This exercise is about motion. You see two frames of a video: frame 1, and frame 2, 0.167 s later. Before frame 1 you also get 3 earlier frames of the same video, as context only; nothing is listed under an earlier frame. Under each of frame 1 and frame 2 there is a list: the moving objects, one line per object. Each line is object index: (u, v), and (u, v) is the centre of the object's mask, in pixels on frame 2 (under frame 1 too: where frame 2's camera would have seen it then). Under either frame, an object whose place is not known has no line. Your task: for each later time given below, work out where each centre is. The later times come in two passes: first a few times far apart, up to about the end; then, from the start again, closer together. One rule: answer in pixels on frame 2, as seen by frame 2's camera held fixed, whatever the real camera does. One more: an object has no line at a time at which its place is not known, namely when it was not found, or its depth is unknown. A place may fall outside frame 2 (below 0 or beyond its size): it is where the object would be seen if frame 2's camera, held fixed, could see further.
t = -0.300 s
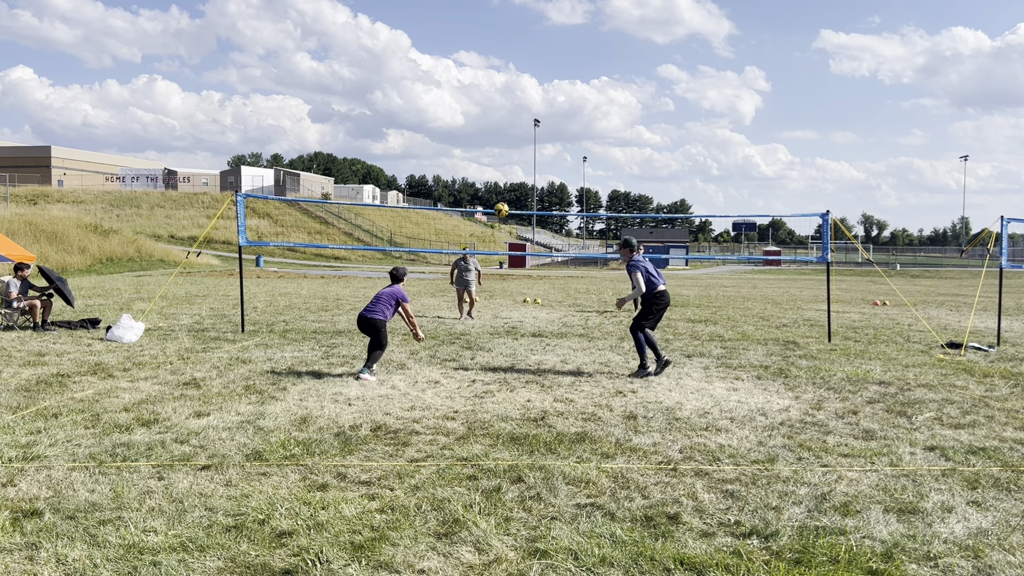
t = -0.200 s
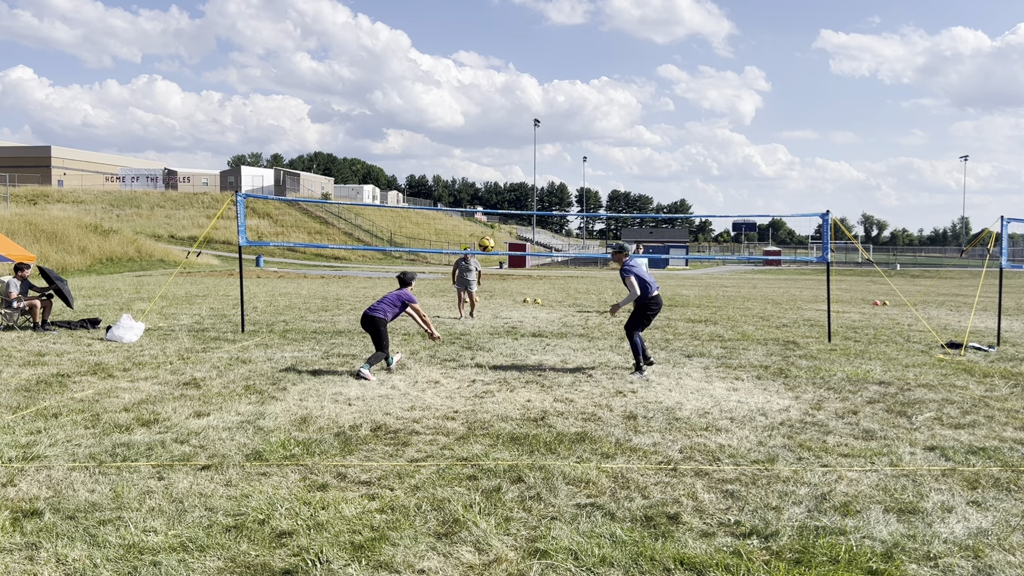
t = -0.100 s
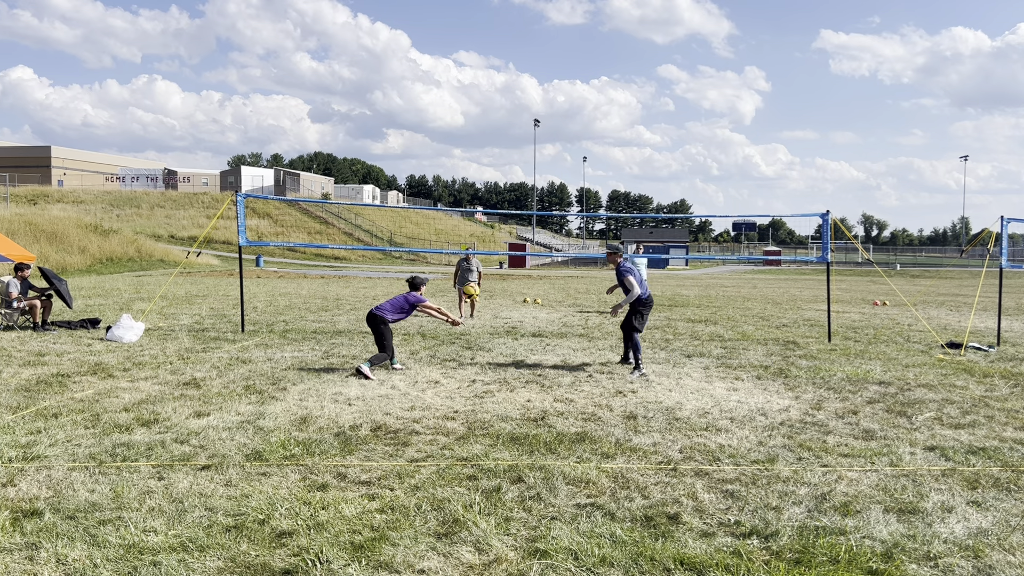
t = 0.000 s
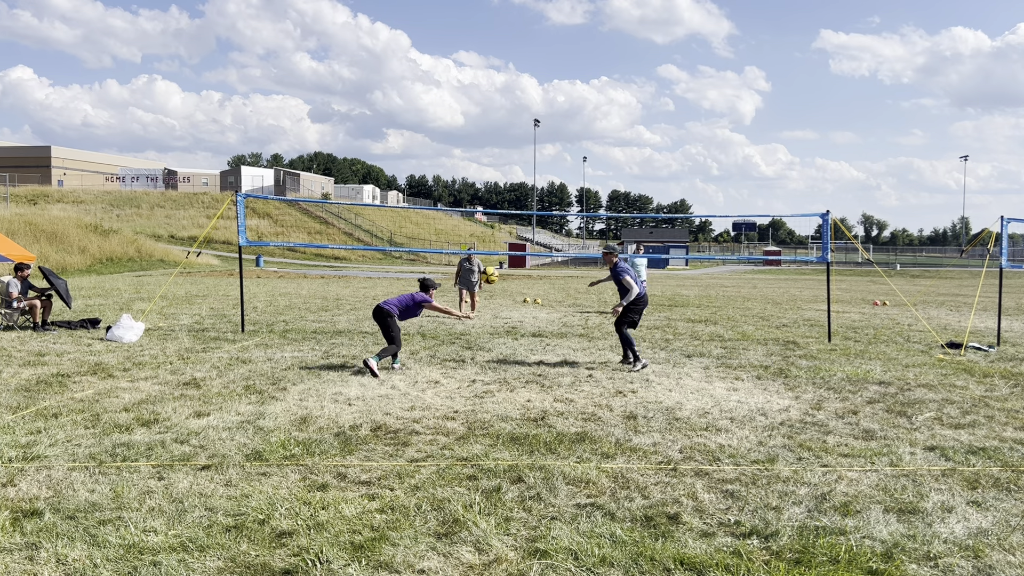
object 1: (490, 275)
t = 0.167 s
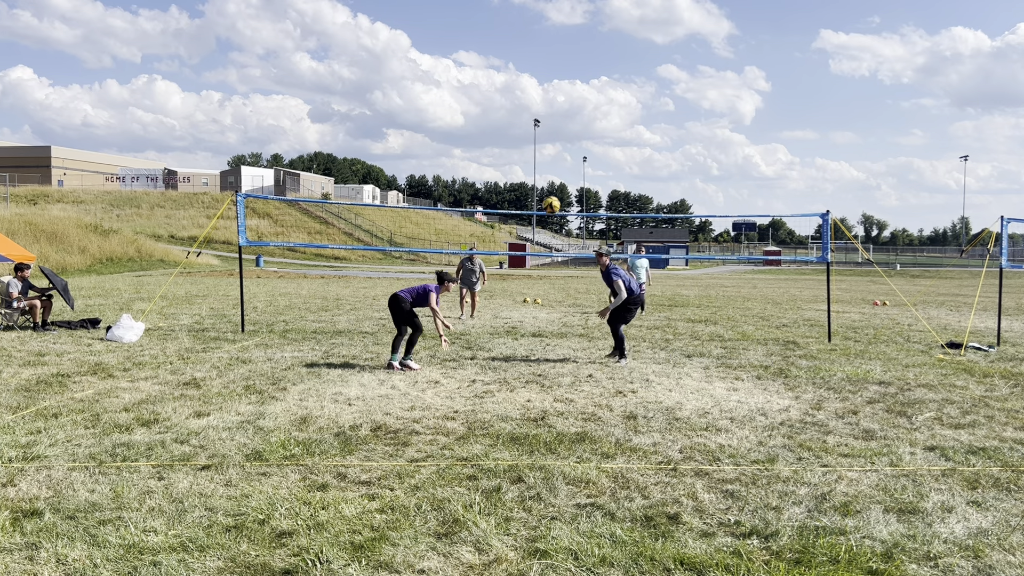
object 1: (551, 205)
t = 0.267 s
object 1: (588, 173)
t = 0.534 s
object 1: (684, 131)
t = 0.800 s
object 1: (778, 145)
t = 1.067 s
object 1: (867, 219)
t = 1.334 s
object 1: (951, 345)
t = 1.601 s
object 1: (1012, 327)
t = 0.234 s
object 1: (576, 183)
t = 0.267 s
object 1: (588, 173)
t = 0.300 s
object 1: (600, 165)
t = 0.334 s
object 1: (612, 158)
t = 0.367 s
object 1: (624, 151)
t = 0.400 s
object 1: (636, 145)
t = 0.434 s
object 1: (648, 140)
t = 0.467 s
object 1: (660, 136)
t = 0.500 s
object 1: (672, 133)
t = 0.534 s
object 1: (684, 131)
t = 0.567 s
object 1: (696, 129)
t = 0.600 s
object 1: (707, 129)
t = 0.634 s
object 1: (720, 129)
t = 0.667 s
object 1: (731, 130)
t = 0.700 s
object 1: (743, 133)
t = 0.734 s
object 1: (755, 136)
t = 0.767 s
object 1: (766, 140)
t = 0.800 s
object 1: (778, 145)
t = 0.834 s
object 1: (789, 151)
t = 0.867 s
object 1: (800, 158)
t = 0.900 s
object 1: (812, 166)
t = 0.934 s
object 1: (823, 175)
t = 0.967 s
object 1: (834, 185)
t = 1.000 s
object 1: (845, 195)
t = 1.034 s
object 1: (856, 206)
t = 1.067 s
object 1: (867, 219)
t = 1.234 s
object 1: (920, 292)
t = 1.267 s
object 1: (931, 308)
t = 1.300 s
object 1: (941, 327)
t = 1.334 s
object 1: (951, 345)
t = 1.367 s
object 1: (961, 364)
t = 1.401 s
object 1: (971, 381)
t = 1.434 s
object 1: (978, 372)
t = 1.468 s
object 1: (985, 361)
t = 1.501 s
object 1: (992, 352)
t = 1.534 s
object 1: (999, 342)
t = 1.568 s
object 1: (1005, 335)
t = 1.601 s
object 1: (1012, 327)
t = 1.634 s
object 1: (1017, 320)
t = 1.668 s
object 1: (1020, 314)
